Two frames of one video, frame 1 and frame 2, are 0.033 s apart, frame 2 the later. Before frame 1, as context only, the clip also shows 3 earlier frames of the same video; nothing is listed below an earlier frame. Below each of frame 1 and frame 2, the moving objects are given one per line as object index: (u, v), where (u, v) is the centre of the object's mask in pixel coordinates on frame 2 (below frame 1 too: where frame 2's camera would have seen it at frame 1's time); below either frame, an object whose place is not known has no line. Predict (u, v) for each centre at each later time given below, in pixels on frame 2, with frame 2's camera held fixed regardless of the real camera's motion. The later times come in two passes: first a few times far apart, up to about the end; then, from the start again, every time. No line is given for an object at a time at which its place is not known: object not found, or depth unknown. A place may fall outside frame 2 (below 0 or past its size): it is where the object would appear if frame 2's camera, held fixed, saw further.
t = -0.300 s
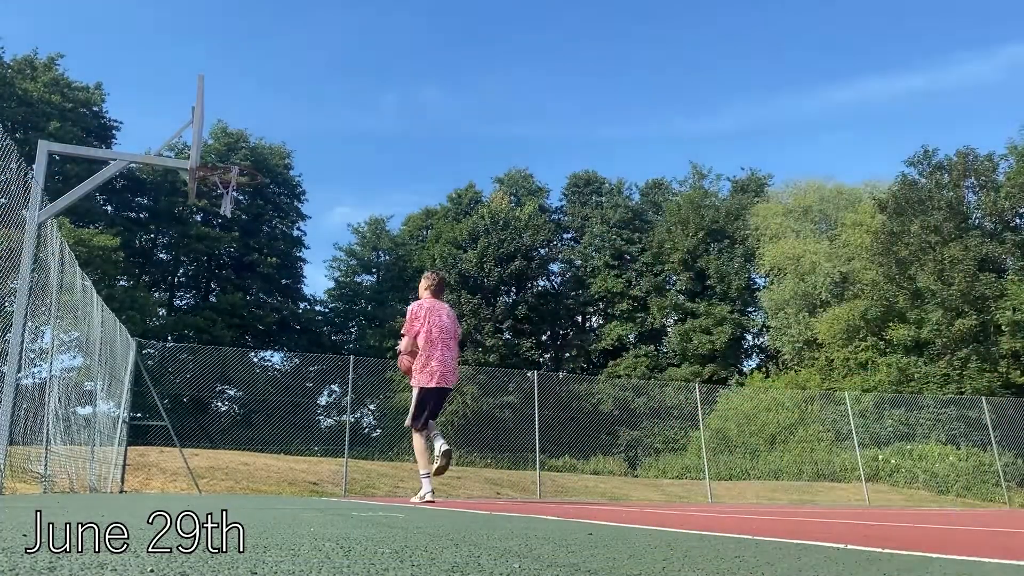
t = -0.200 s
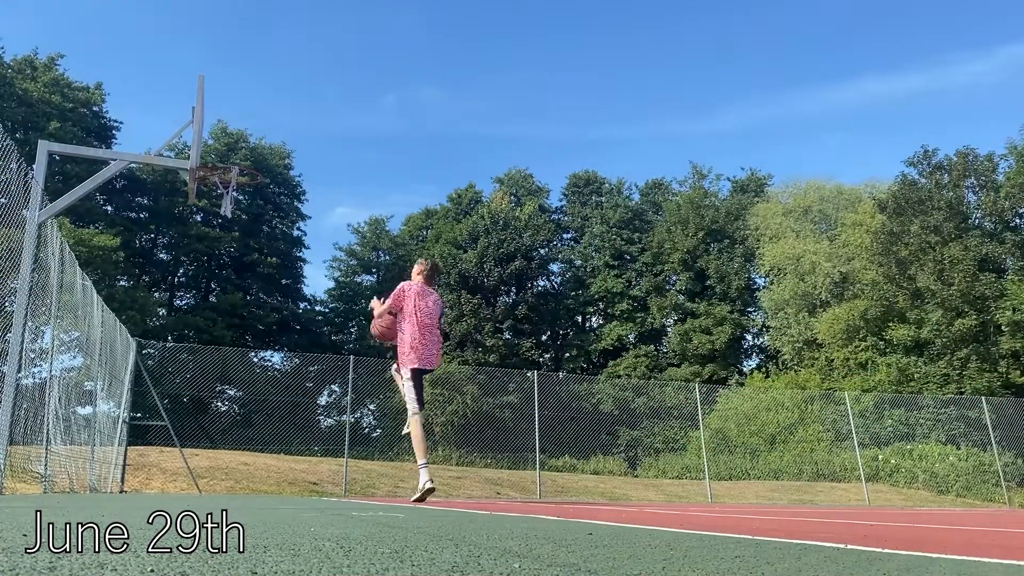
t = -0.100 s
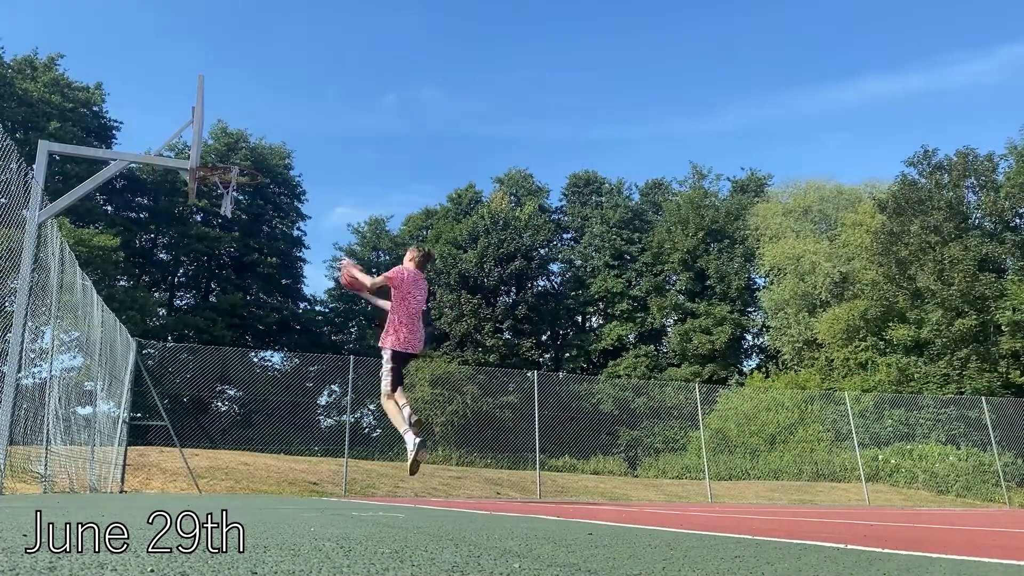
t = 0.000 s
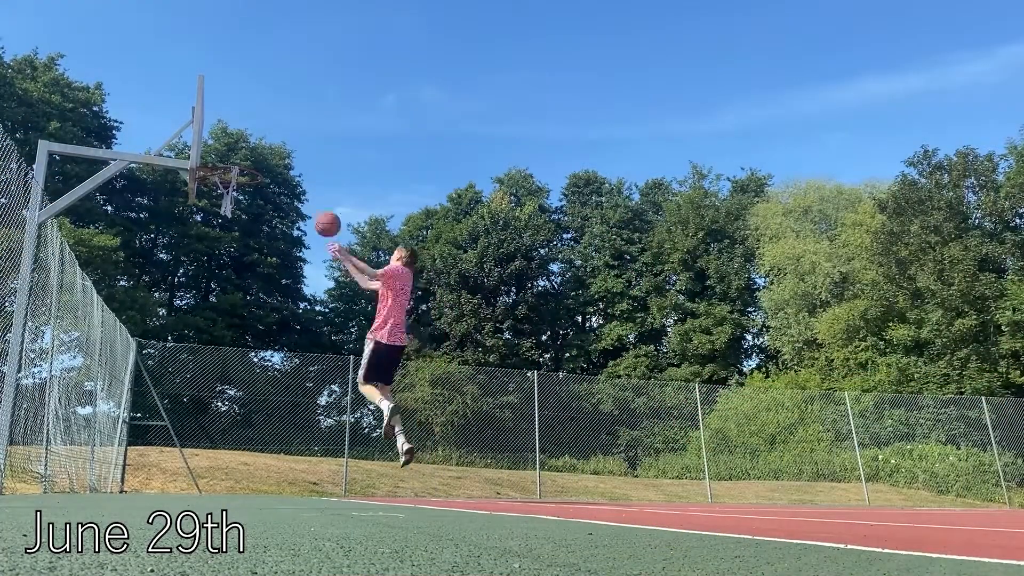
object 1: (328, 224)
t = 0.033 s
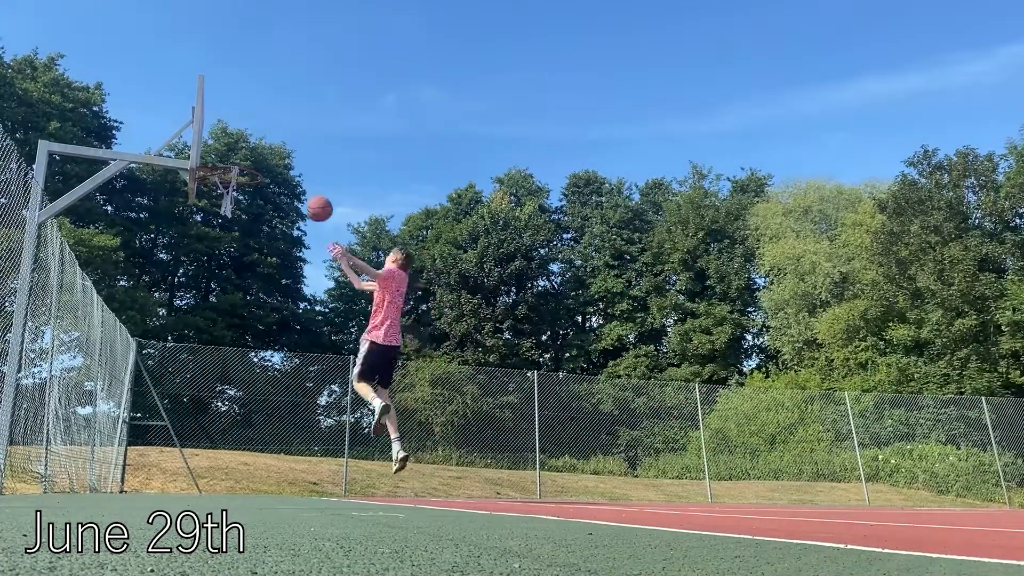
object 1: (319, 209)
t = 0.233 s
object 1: (269, 143)
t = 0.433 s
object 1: (217, 119)
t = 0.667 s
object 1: (239, 142)
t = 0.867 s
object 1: (260, 200)
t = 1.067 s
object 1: (282, 295)
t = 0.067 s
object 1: (310, 194)
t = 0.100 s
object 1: (302, 183)
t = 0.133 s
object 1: (294, 171)
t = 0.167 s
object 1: (286, 160)
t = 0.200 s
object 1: (277, 151)
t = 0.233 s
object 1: (269, 143)
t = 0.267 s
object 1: (260, 136)
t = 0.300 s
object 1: (252, 131)
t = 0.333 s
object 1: (243, 126)
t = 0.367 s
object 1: (234, 124)
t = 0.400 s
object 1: (226, 121)
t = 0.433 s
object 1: (217, 119)
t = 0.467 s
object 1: (212, 119)
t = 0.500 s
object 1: (216, 120)
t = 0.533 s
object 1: (221, 123)
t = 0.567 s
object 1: (226, 126)
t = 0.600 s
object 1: (230, 131)
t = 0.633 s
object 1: (234, 135)
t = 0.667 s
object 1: (239, 142)
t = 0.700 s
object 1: (242, 150)
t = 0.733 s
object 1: (246, 158)
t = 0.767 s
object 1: (250, 169)
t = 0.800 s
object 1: (253, 178)
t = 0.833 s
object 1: (257, 189)
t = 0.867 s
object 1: (260, 200)
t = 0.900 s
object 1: (264, 213)
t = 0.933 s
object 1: (268, 227)
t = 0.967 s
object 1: (272, 243)
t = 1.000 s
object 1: (275, 260)
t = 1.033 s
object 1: (278, 277)
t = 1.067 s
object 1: (282, 295)
